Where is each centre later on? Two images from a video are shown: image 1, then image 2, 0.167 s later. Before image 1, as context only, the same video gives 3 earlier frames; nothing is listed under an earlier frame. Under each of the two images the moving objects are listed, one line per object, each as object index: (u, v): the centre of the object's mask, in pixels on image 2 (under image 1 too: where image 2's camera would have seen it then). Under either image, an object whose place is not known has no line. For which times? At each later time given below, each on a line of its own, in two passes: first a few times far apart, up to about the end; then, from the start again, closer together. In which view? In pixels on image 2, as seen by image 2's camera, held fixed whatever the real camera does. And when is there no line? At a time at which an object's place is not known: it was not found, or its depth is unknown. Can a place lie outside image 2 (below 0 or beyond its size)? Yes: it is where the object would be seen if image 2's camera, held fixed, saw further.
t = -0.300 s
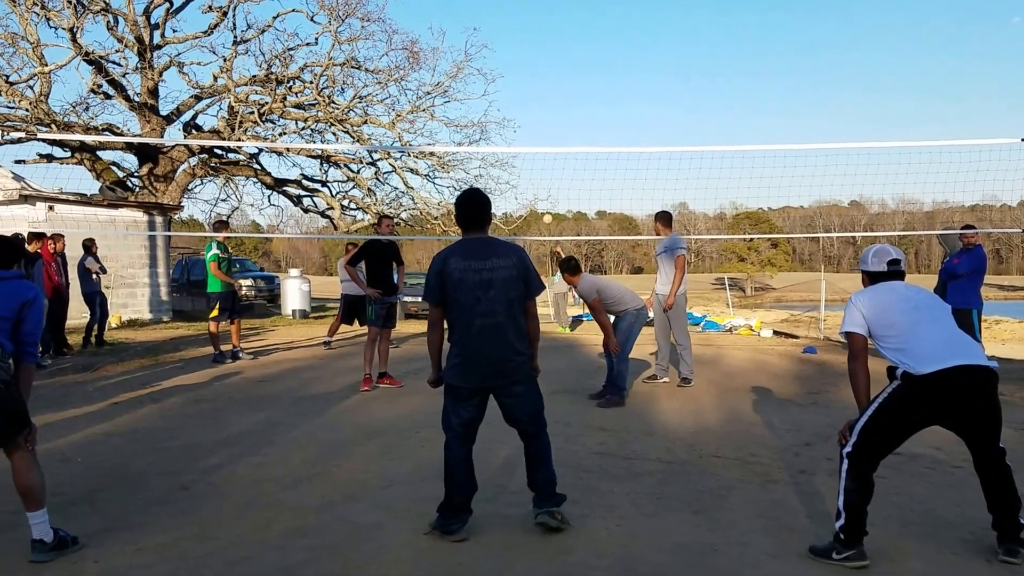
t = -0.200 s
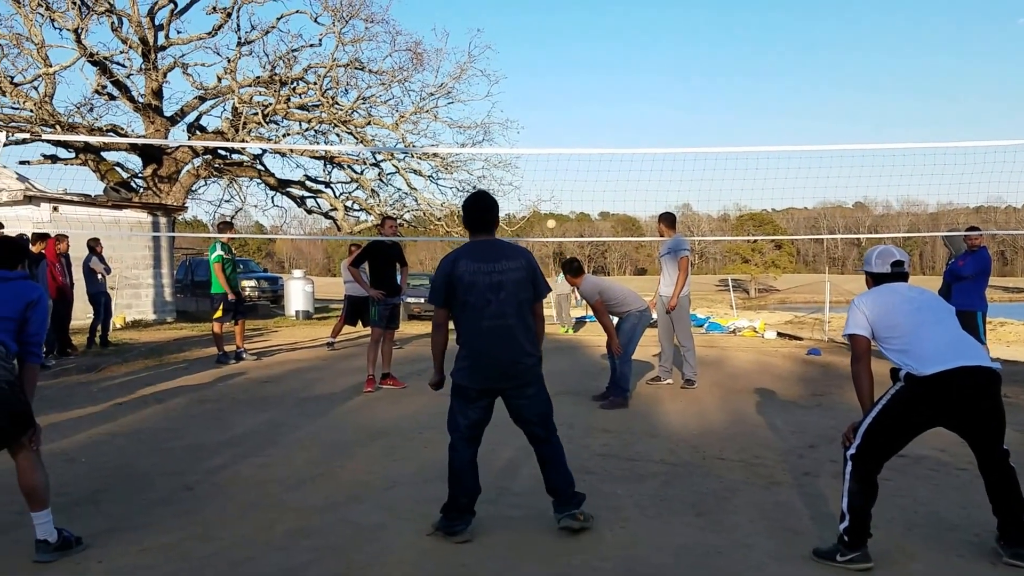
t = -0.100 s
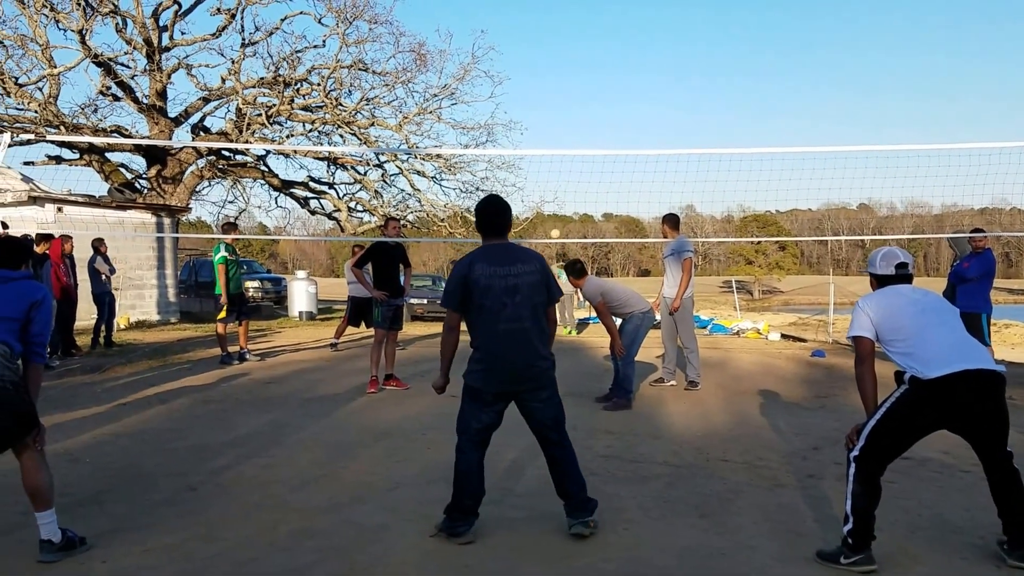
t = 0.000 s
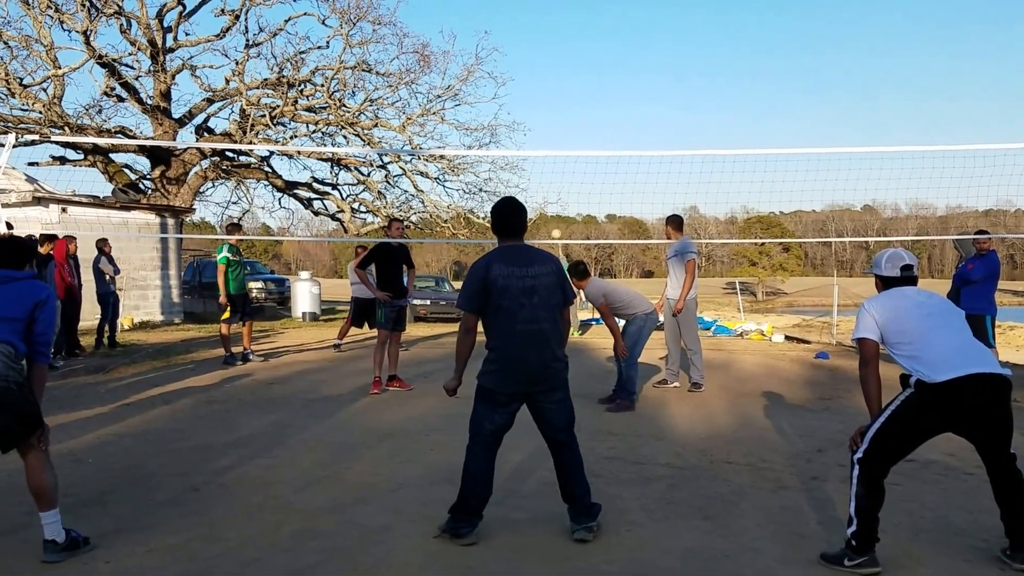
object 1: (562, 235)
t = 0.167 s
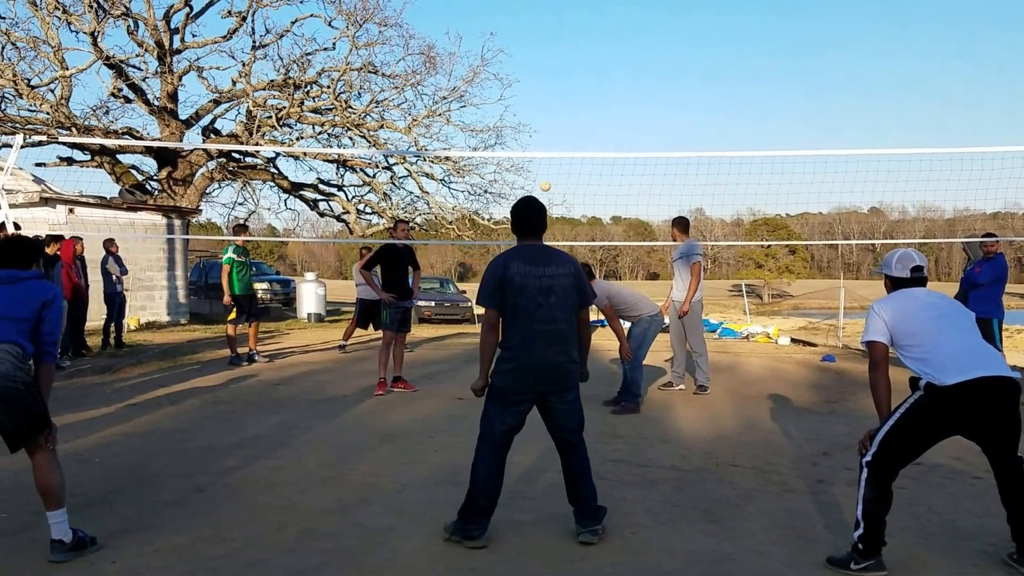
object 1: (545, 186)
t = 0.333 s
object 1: (526, 140)
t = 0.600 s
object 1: (490, 88)
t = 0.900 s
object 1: (434, 76)
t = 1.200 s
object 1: (328, 211)
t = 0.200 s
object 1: (541, 176)
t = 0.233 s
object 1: (538, 167)
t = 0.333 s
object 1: (526, 140)
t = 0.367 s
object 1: (522, 133)
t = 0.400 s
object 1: (518, 125)
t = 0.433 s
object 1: (514, 118)
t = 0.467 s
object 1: (509, 111)
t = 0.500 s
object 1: (504, 105)
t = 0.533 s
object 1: (500, 99)
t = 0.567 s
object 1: (495, 93)
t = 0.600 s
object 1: (490, 88)
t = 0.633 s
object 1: (485, 84)
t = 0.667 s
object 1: (479, 80)
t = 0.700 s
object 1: (474, 77)
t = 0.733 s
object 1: (467, 75)
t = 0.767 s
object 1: (461, 73)
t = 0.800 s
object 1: (455, 72)
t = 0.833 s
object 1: (448, 72)
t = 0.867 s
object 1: (442, 74)
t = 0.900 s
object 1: (434, 76)
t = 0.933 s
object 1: (427, 81)
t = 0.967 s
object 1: (418, 87)
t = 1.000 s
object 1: (409, 96)
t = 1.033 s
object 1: (399, 106)
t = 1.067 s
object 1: (388, 120)
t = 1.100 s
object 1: (376, 137)
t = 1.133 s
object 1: (362, 157)
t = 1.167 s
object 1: (347, 181)
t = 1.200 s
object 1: (328, 211)
